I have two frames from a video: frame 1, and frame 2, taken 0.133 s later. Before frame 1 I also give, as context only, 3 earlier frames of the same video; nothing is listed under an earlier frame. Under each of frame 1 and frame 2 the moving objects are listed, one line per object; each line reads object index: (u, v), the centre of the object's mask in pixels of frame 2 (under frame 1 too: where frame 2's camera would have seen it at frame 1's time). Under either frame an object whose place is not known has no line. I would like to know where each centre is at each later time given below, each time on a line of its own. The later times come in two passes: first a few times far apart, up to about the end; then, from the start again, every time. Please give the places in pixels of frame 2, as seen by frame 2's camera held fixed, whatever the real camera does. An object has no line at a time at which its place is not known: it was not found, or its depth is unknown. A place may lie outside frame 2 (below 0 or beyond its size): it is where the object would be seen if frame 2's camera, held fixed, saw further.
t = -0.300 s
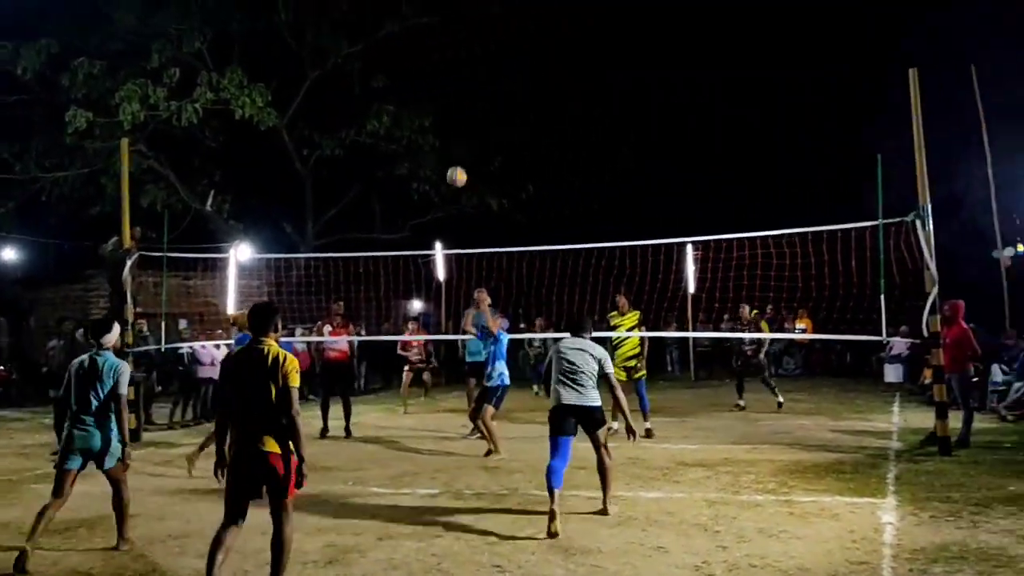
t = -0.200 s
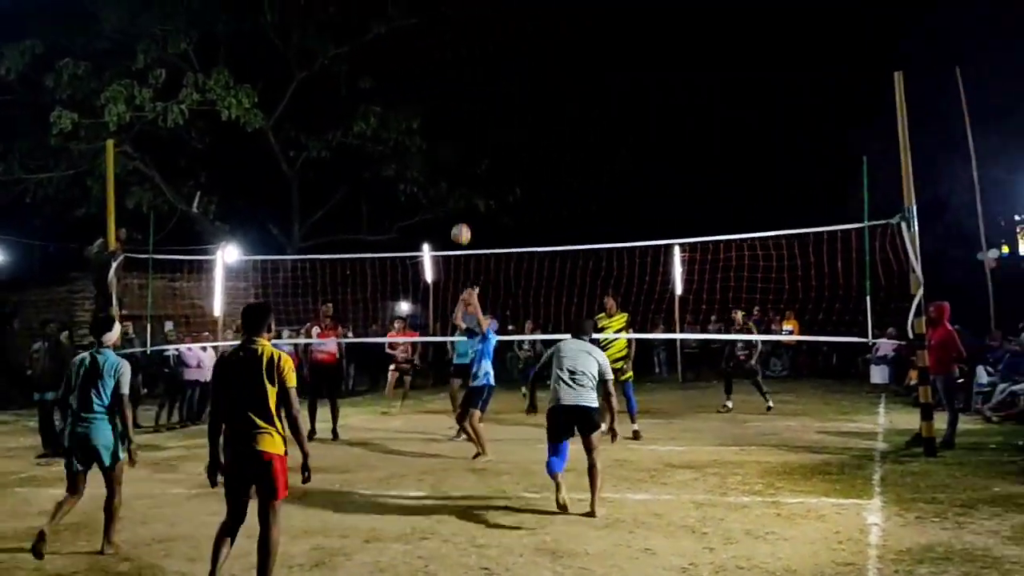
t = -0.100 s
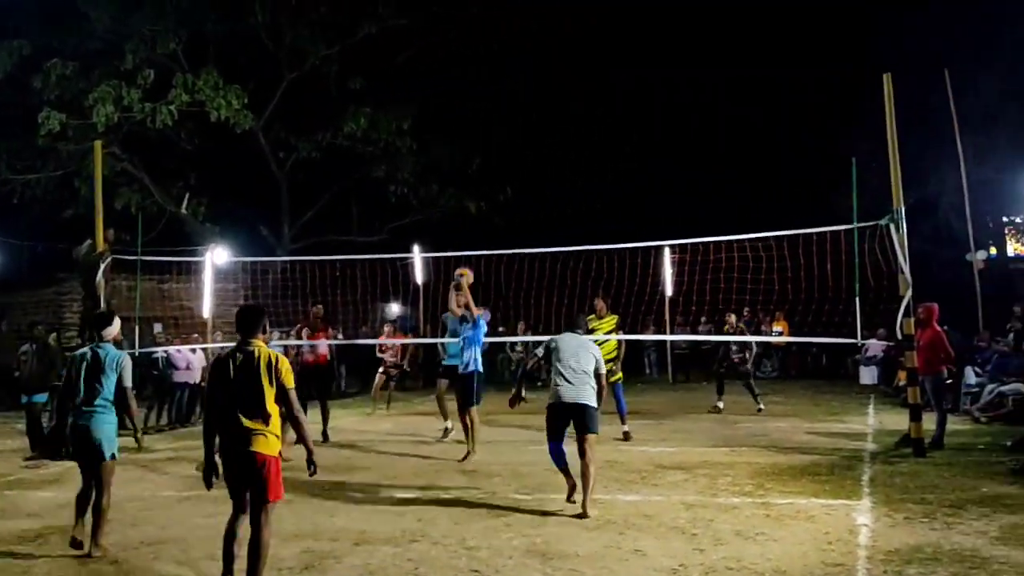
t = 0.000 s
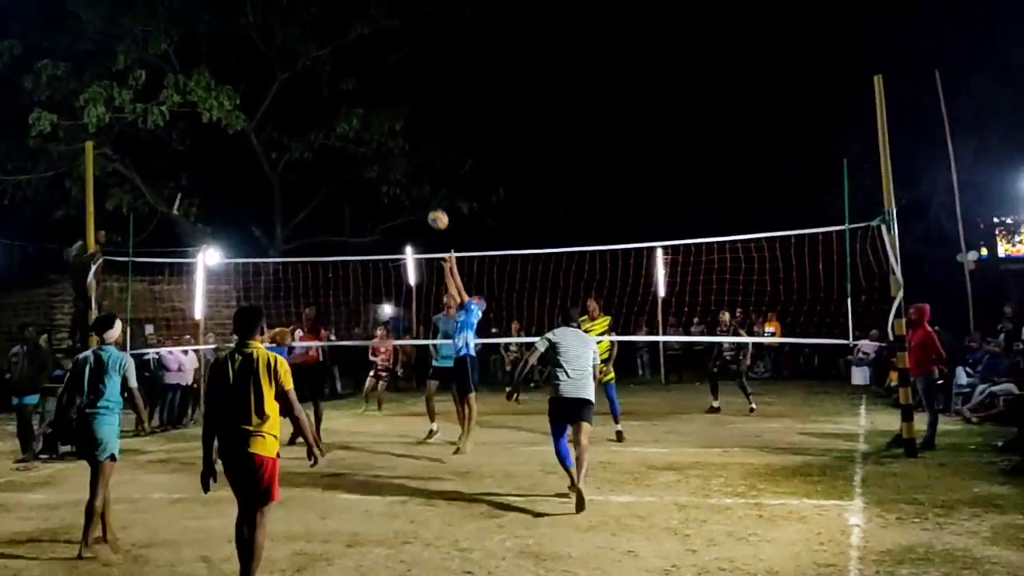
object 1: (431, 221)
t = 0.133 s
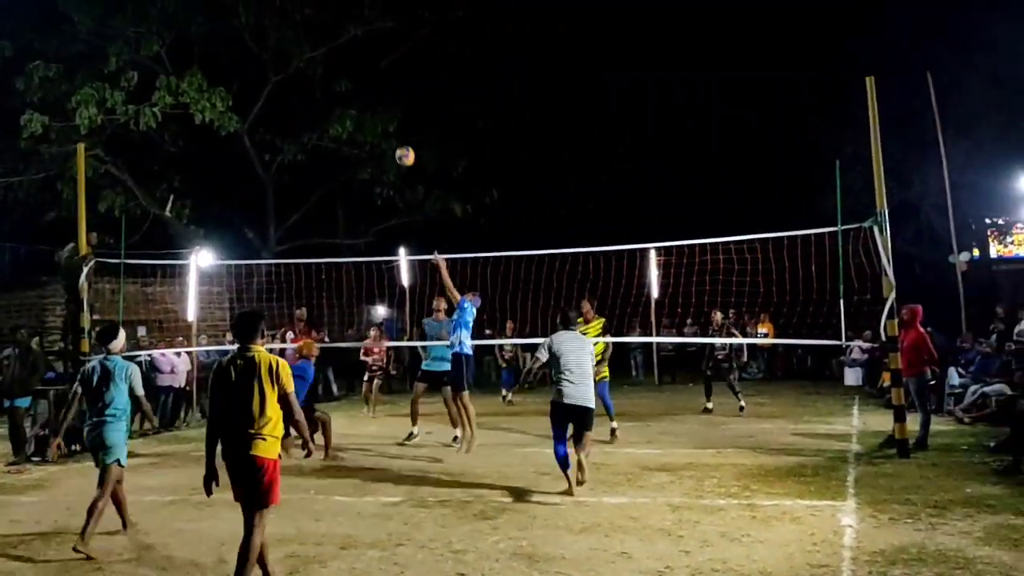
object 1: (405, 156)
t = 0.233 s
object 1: (386, 119)
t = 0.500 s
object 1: (341, 63)
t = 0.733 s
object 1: (304, 63)
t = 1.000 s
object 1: (266, 115)
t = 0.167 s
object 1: (398, 143)
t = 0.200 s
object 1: (392, 130)
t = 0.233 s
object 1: (386, 119)
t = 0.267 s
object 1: (380, 108)
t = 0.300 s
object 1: (374, 99)
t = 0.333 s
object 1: (368, 90)
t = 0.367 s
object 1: (363, 83)
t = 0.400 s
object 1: (357, 76)
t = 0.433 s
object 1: (352, 71)
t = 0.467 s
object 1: (346, 66)
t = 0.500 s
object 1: (341, 63)
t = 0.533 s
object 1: (335, 60)
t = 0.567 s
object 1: (330, 58)
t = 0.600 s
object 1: (325, 57)
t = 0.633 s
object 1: (319, 57)
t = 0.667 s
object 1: (314, 58)
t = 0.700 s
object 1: (309, 60)
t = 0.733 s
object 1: (304, 63)
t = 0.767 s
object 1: (300, 66)
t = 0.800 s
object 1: (295, 70)
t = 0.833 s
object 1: (290, 75)
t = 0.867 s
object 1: (285, 82)
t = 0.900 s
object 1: (280, 89)
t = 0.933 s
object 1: (275, 96)
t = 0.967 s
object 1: (270, 105)
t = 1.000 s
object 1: (266, 115)
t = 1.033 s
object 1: (261, 126)
